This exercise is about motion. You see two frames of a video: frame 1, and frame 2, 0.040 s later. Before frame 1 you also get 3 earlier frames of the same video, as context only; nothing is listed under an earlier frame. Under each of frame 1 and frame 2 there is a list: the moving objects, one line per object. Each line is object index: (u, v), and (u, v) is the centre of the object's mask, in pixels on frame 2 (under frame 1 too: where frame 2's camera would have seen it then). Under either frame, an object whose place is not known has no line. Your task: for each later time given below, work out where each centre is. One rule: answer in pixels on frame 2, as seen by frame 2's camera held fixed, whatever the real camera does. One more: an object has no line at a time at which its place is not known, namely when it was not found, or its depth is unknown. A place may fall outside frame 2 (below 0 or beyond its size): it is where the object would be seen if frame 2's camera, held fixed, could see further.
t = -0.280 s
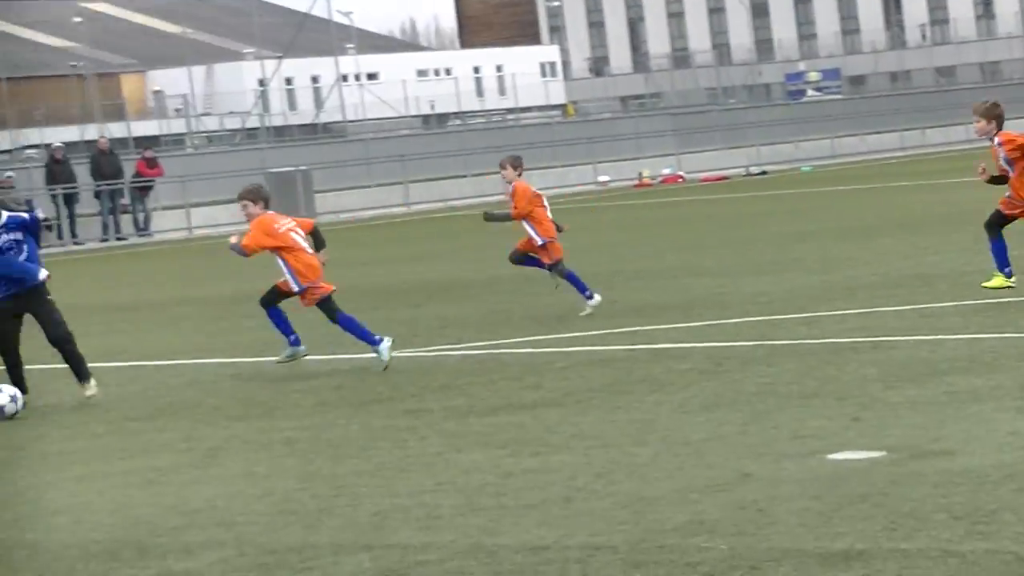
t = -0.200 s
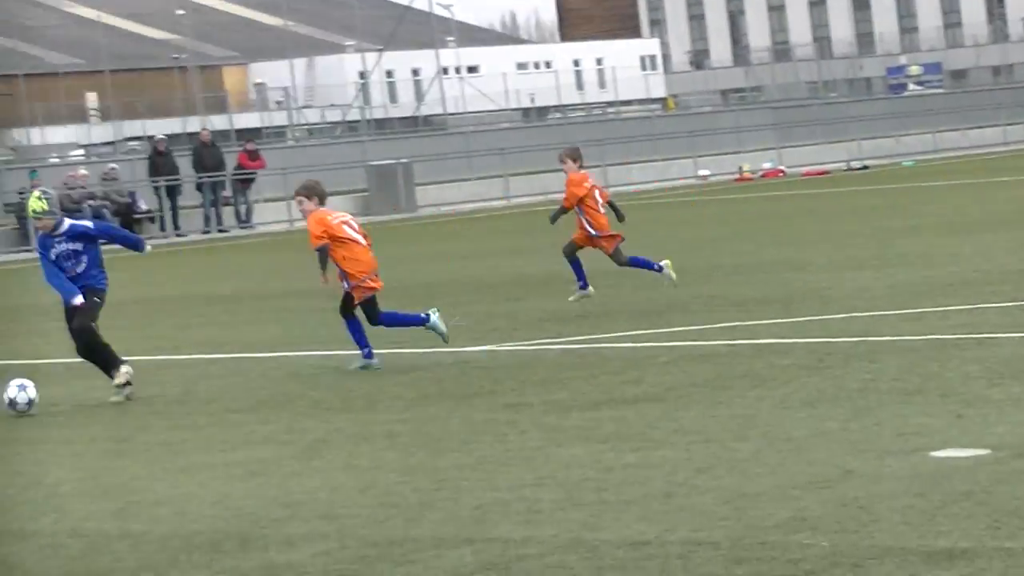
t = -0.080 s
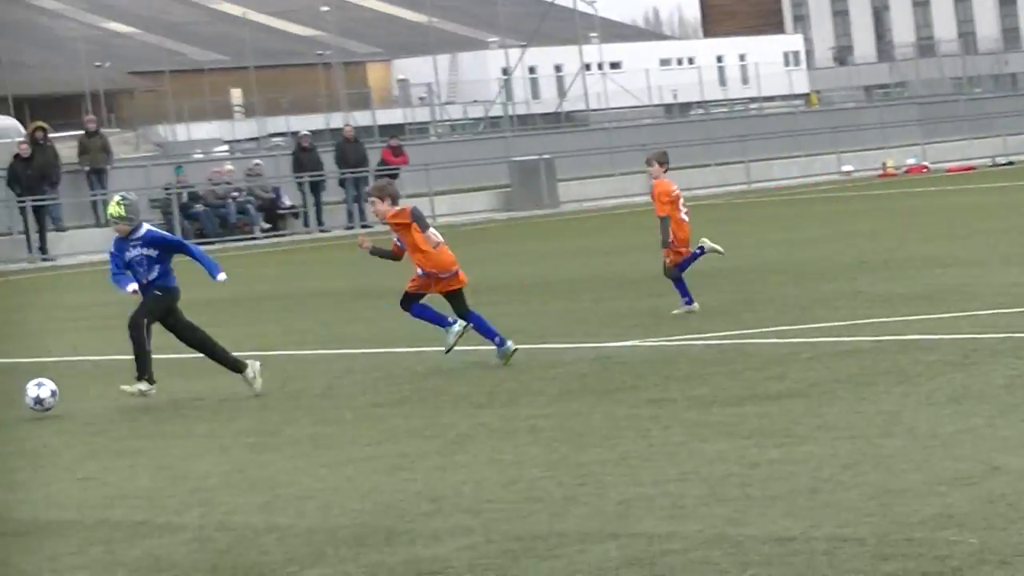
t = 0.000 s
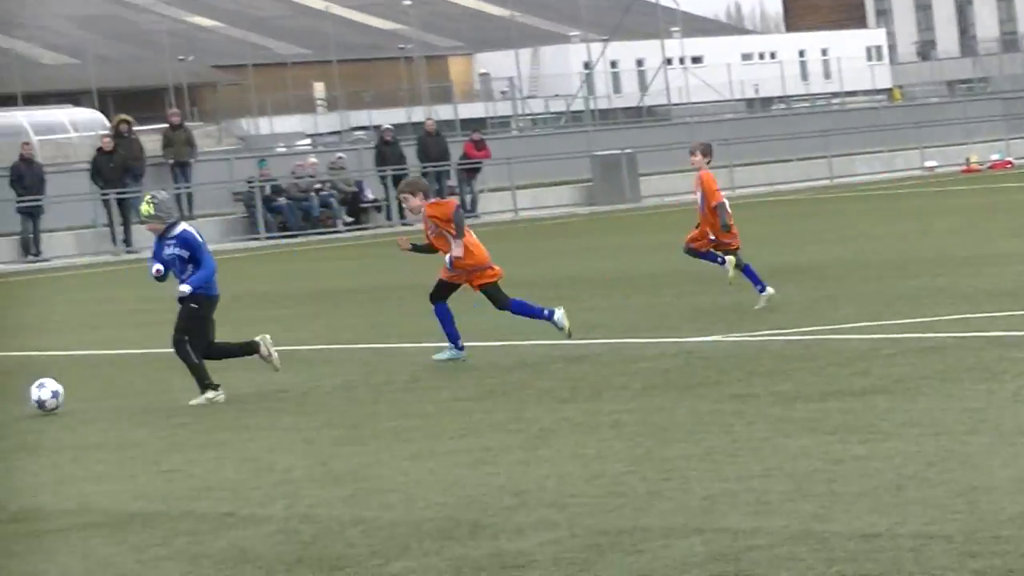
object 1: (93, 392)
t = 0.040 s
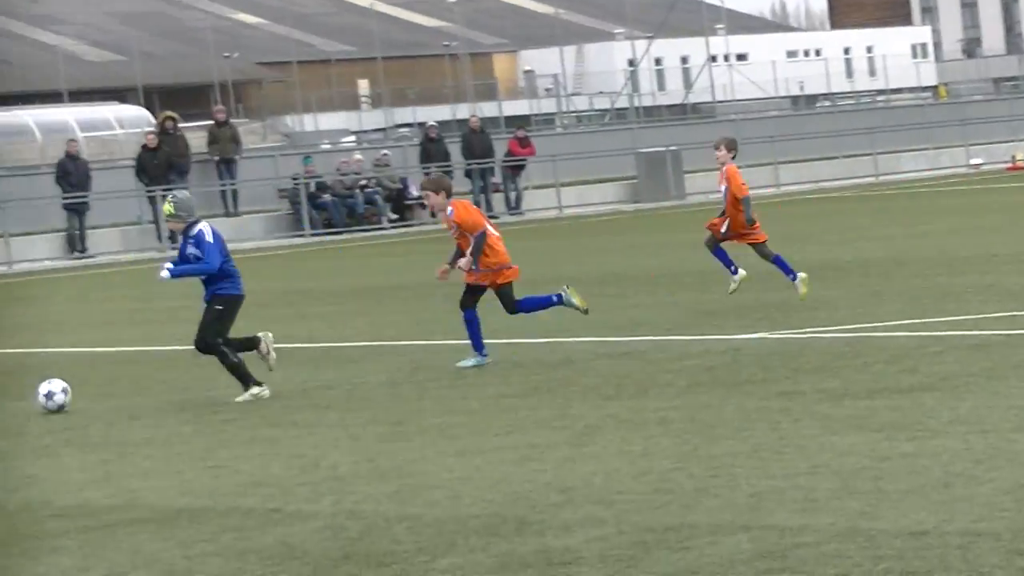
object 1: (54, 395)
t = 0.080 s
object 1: (14, 391)
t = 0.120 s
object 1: (-27, 390)
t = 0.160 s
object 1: (-67, 393)
